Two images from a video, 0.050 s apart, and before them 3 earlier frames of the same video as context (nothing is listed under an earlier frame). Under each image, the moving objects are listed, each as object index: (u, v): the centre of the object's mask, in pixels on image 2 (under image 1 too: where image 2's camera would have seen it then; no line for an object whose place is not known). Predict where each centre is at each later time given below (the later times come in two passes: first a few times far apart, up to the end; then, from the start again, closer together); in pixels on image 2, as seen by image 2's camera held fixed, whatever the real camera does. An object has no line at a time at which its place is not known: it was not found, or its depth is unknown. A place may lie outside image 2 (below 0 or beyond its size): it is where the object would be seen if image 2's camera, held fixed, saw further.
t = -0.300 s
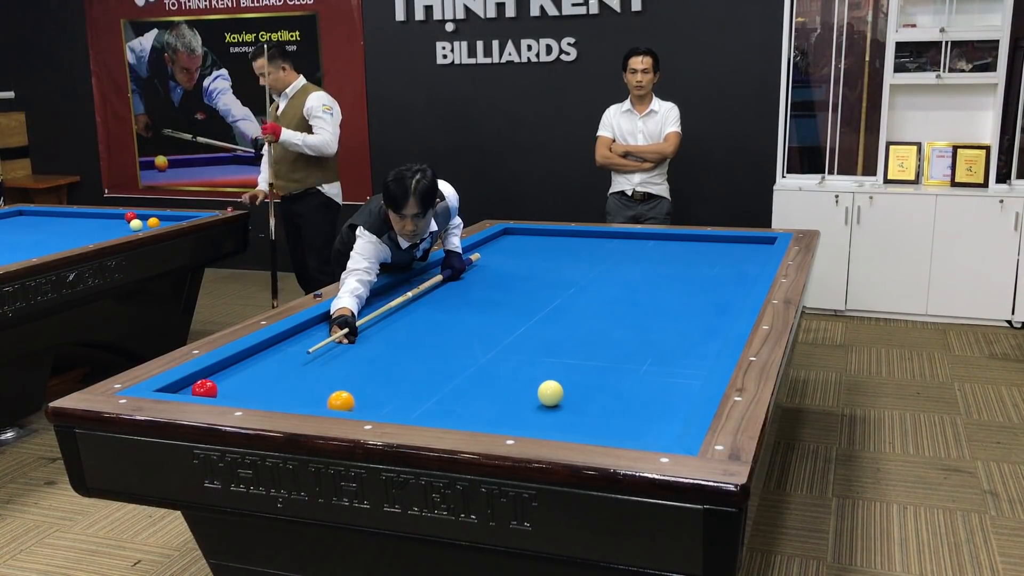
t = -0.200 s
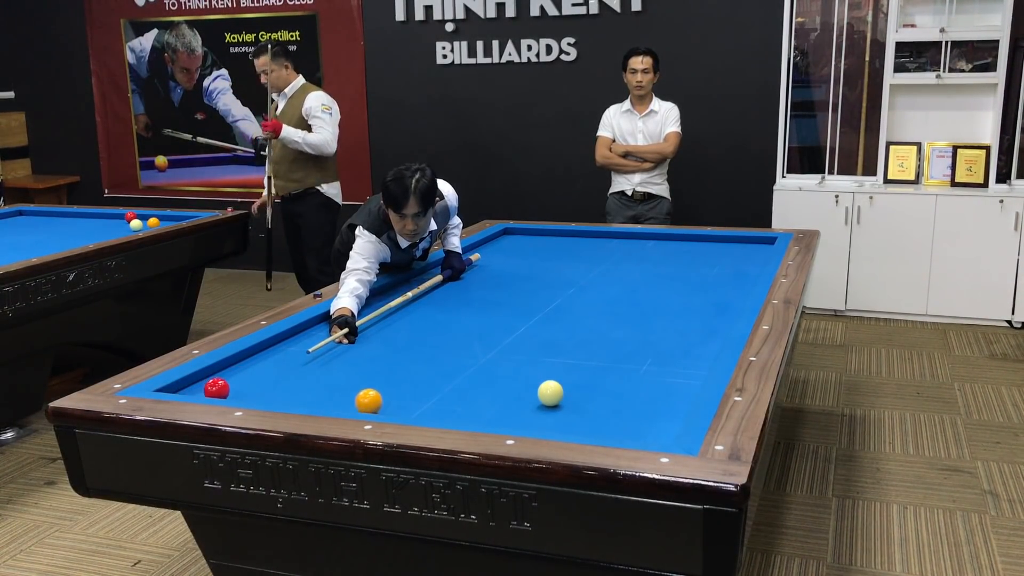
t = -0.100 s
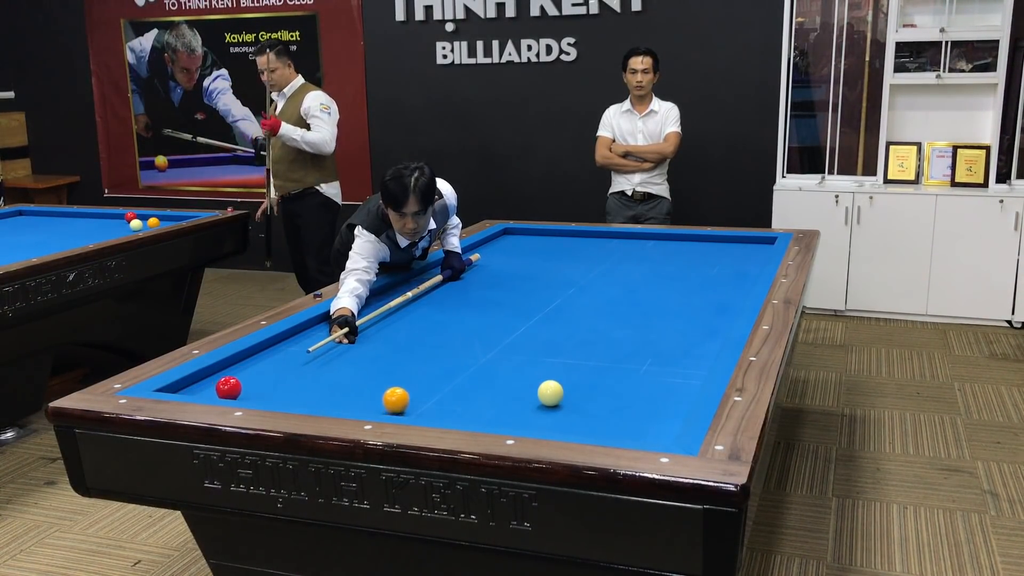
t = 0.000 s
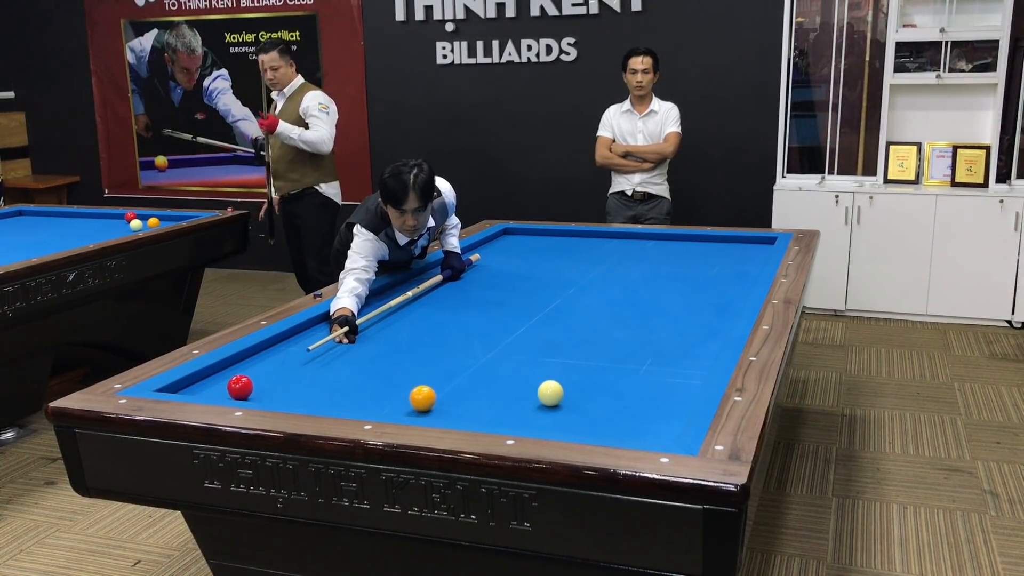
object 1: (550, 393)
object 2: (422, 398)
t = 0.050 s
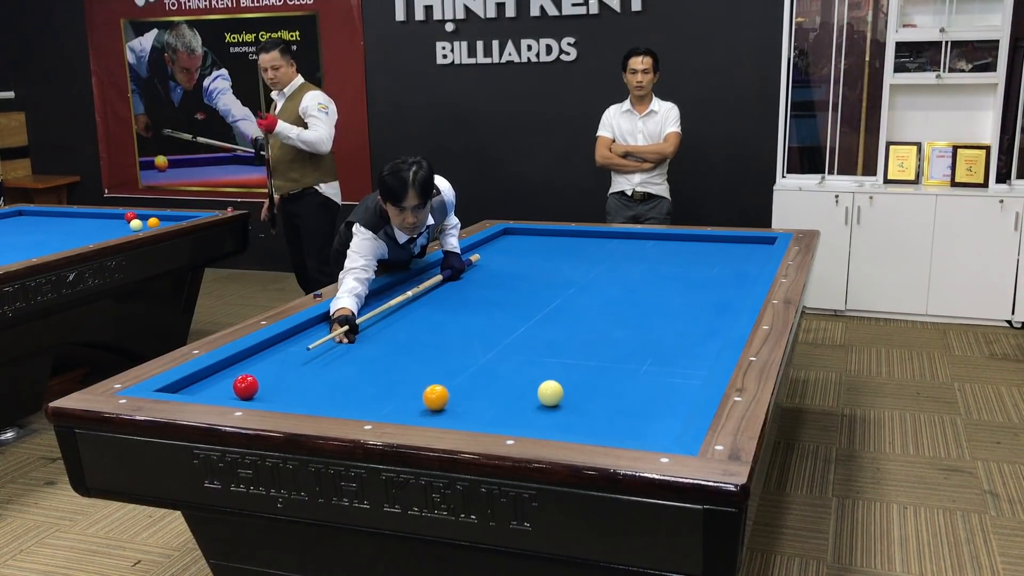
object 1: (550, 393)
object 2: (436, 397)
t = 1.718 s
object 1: (643, 402)
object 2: (603, 362)
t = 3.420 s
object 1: (546, 394)
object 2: (665, 339)
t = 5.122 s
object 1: (506, 393)
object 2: (693, 327)
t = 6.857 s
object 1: (506, 393)
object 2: (698, 324)
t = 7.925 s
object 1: (506, 393)
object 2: (698, 324)
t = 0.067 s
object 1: (550, 393)
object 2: (440, 397)
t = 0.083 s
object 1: (550, 393)
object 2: (444, 397)
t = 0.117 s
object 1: (550, 393)
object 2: (453, 396)
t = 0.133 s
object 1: (550, 393)
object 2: (457, 396)
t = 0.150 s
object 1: (550, 393)
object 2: (462, 395)
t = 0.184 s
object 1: (550, 393)
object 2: (470, 395)
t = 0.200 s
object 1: (550, 393)
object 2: (475, 395)
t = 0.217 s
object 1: (550, 393)
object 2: (479, 395)
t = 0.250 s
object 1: (550, 393)
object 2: (487, 394)
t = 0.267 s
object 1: (550, 393)
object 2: (492, 394)
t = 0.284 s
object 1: (550, 393)
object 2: (496, 393)
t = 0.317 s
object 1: (550, 393)
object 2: (504, 393)
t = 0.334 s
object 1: (550, 393)
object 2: (509, 392)
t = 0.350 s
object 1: (550, 393)
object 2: (513, 392)
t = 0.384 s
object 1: (550, 393)
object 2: (521, 392)
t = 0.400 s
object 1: (551, 393)
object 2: (525, 392)
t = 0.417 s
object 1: (554, 393)
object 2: (525, 391)
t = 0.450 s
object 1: (560, 394)
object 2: (527, 390)
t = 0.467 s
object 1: (563, 394)
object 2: (528, 390)
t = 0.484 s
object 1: (566, 394)
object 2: (529, 389)
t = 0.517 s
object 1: (571, 395)
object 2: (532, 388)
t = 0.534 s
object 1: (573, 395)
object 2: (533, 388)
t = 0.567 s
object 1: (578, 395)
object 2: (535, 387)
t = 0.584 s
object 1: (581, 396)
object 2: (537, 386)
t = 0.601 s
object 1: (583, 396)
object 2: (538, 386)
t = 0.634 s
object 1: (588, 396)
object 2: (540, 385)
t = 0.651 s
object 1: (590, 396)
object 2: (541, 385)
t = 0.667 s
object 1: (593, 397)
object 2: (542, 384)
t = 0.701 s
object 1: (598, 397)
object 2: (545, 383)
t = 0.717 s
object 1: (600, 397)
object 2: (546, 383)
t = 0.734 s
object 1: (602, 397)
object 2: (547, 383)
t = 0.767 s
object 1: (607, 398)
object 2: (549, 382)
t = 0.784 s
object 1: (610, 398)
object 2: (550, 381)
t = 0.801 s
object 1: (612, 398)
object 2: (551, 381)
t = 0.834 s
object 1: (617, 399)
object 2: (554, 380)
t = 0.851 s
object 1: (619, 399)
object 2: (555, 380)
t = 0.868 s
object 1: (621, 399)
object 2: (556, 379)
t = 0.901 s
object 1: (626, 400)
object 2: (558, 379)
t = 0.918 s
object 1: (629, 400)
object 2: (559, 378)
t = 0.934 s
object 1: (631, 400)
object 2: (560, 378)
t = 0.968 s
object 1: (636, 400)
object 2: (562, 377)
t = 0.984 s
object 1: (638, 401)
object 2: (563, 377)
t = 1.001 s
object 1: (641, 401)
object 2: (564, 376)
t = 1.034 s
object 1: (645, 401)
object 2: (566, 376)
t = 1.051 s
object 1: (648, 401)
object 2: (567, 375)
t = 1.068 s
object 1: (650, 402)
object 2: (568, 375)
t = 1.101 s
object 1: (655, 402)
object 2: (570, 374)
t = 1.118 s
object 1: (657, 402)
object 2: (571, 374)
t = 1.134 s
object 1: (660, 402)
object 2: (572, 373)
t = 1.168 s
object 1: (664, 403)
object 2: (574, 372)
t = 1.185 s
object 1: (667, 403)
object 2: (575, 372)
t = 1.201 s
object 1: (669, 403)
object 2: (576, 372)
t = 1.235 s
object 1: (674, 404)
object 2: (578, 371)
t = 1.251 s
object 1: (676, 404)
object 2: (579, 371)
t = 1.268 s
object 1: (678, 404)
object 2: (580, 371)
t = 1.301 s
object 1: (677, 404)
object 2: (582, 370)
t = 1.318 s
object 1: (676, 404)
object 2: (583, 370)
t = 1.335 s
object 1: (675, 404)
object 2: (583, 369)
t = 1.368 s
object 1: (672, 404)
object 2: (585, 369)
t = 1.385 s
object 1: (670, 404)
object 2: (586, 368)
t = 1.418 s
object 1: (668, 403)
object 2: (588, 367)
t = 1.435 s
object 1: (666, 403)
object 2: (589, 367)
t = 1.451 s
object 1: (665, 403)
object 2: (590, 367)
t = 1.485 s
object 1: (662, 403)
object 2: (592, 366)
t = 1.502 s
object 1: (661, 403)
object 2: (592, 366)
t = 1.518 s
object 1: (659, 403)
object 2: (593, 365)
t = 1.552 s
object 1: (657, 403)
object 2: (595, 365)
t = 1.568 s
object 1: (655, 402)
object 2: (596, 364)
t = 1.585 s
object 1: (654, 402)
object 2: (597, 364)
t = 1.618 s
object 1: (651, 402)
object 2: (598, 363)
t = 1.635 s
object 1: (650, 402)
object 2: (599, 363)
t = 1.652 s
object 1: (649, 402)
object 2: (600, 363)
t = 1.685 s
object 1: (646, 402)
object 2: (602, 362)
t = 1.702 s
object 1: (645, 402)
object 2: (602, 362)
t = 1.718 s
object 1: (643, 402)
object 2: (603, 362)
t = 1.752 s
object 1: (641, 401)
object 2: (605, 361)
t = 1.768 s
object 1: (640, 401)
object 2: (606, 361)
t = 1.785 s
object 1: (638, 401)
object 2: (607, 361)
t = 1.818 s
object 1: (636, 401)
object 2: (608, 360)
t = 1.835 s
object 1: (635, 401)
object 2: (609, 360)
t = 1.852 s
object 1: (633, 401)
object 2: (610, 359)
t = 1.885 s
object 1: (631, 401)
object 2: (611, 359)
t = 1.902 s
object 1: (630, 401)
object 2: (612, 358)
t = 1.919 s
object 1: (628, 400)
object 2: (613, 358)
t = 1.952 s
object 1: (626, 400)
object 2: (614, 358)
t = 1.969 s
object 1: (625, 400)
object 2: (615, 357)
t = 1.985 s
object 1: (624, 400)
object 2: (616, 357)
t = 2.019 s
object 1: (621, 400)
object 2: (617, 357)
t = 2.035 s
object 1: (620, 400)
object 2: (618, 356)
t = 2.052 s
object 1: (619, 400)
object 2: (619, 356)
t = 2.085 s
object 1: (617, 400)
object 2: (620, 355)
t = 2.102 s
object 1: (616, 400)
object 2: (621, 355)
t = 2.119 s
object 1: (615, 399)
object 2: (622, 355)
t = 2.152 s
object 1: (612, 399)
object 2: (623, 354)
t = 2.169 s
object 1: (611, 399)
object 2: (624, 354)
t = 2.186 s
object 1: (610, 399)
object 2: (624, 354)
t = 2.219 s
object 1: (608, 399)
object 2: (626, 353)
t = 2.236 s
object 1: (607, 399)
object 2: (626, 353)
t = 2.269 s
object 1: (605, 399)
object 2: (628, 353)
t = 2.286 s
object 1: (603, 399)
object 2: (628, 352)
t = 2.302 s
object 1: (603, 398)
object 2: (629, 352)
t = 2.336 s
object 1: (600, 398)
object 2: (630, 352)
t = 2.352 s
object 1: (599, 398)
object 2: (631, 352)
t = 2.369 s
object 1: (598, 398)
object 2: (632, 351)
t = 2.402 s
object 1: (596, 398)
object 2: (633, 351)
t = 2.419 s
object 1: (595, 398)
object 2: (634, 350)
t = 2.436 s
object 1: (594, 398)
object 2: (634, 350)
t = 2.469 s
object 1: (592, 398)
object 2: (635, 350)
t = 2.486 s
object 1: (591, 398)
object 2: (636, 350)
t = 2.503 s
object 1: (590, 398)
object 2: (637, 349)
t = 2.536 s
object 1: (588, 398)
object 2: (638, 349)
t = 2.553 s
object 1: (587, 398)
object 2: (638, 349)
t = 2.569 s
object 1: (586, 397)
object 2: (639, 349)
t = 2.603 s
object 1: (584, 397)
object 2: (640, 348)
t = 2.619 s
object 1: (584, 397)
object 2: (641, 348)
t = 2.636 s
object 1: (582, 397)
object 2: (641, 348)
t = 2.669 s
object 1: (581, 397)
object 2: (643, 347)
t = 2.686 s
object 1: (580, 397)
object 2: (643, 347)
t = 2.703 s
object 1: (579, 397)
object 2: (644, 347)
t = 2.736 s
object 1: (577, 397)
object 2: (645, 346)
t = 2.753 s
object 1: (576, 397)
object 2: (645, 346)
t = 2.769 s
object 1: (575, 397)
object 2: (646, 346)
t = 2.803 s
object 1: (573, 397)
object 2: (647, 345)
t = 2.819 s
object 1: (573, 397)
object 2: (648, 345)
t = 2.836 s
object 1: (572, 396)
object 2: (648, 345)
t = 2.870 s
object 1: (570, 396)
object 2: (649, 345)
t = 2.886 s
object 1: (569, 396)
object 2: (650, 345)
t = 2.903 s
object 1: (568, 396)
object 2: (650, 344)
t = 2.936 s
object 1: (567, 396)
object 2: (651, 344)
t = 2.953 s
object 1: (566, 396)
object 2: (652, 344)
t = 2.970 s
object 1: (565, 396)
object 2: (652, 344)
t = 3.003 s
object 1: (564, 396)
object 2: (653, 343)
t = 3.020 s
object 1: (563, 396)
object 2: (654, 343)
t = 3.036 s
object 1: (562, 396)
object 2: (654, 343)
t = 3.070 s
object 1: (560, 396)
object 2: (655, 343)
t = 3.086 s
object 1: (560, 396)
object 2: (656, 342)
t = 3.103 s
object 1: (559, 396)
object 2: (656, 342)
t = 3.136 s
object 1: (557, 395)
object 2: (657, 342)
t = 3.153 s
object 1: (557, 395)
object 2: (658, 342)
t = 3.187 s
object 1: (555, 395)
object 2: (659, 341)
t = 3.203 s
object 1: (554, 395)
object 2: (659, 341)
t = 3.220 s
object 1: (554, 395)
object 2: (660, 341)
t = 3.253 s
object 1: (552, 395)
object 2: (661, 340)
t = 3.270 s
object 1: (552, 395)
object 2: (661, 340)
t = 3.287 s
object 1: (551, 395)
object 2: (662, 340)
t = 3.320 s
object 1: (550, 395)
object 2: (662, 340)
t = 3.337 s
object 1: (549, 395)
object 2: (663, 340)
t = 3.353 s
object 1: (548, 395)
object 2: (663, 339)
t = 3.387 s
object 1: (547, 394)
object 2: (664, 339)
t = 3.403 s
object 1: (546, 395)
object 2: (665, 339)
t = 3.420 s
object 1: (546, 394)
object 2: (665, 339)
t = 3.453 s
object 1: (544, 394)
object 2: (666, 338)
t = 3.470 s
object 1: (544, 394)
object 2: (666, 338)
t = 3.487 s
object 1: (543, 394)
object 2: (667, 338)
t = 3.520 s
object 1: (542, 394)
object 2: (667, 338)
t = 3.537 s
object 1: (541, 394)
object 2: (668, 338)
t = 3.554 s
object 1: (541, 394)
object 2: (668, 338)
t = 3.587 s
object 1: (539, 394)
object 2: (669, 337)
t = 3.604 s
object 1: (539, 394)
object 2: (669, 337)
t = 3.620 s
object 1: (538, 394)
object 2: (670, 337)
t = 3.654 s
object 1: (537, 394)
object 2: (671, 337)
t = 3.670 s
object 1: (536, 394)
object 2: (671, 337)
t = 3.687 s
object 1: (536, 394)
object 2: (671, 337)
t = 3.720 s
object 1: (534, 394)
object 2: (672, 336)
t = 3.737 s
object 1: (534, 394)
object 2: (672, 336)
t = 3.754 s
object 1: (533, 394)
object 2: (673, 336)
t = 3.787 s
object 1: (532, 394)
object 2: (673, 336)
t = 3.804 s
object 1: (532, 394)
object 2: (674, 336)
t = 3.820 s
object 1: (531, 394)
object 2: (674, 335)
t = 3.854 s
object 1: (530, 394)
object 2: (675, 335)
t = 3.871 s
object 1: (530, 394)
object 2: (675, 335)
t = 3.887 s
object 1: (529, 394)
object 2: (675, 335)
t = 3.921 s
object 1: (528, 394)
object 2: (676, 334)
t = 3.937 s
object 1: (528, 394)
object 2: (676, 334)
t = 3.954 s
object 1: (527, 393)
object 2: (676, 334)
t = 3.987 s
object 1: (526, 393)
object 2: (677, 334)
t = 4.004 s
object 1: (526, 393)
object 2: (677, 334)
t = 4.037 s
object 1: (525, 393)
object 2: (678, 333)
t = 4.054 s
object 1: (524, 393)
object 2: (678, 333)
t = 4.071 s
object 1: (524, 393)
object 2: (678, 333)
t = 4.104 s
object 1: (523, 393)
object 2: (679, 333)
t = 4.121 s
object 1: (523, 393)
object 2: (679, 333)
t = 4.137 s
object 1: (522, 393)
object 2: (680, 333)
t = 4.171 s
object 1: (521, 393)
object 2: (680, 332)
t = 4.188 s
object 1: (521, 393)
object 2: (681, 332)
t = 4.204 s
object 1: (521, 393)
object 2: (681, 332)
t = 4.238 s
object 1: (520, 393)
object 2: (681, 332)
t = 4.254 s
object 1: (519, 393)
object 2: (682, 332)
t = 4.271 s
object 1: (519, 393)
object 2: (682, 332)
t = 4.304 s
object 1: (518, 393)
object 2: (682, 332)
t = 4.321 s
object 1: (518, 393)
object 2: (683, 332)
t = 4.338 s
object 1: (517, 393)
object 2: (683, 331)
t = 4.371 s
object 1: (517, 393)
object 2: (684, 331)
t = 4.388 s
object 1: (516, 393)
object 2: (684, 331)
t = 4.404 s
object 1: (516, 393)
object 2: (684, 331)
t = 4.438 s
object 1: (515, 393)
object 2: (685, 331)
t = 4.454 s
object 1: (515, 393)
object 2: (685, 331)
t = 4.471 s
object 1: (515, 393)
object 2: (685, 331)
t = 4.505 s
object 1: (514, 393)
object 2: (685, 330)
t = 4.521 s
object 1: (514, 393)
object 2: (686, 330)
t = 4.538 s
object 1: (513, 393)
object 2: (686, 330)
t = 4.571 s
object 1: (513, 393)
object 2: (686, 330)
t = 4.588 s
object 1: (513, 393)
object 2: (687, 330)
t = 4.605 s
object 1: (512, 393)
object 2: (687, 330)
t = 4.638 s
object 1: (512, 393)
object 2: (687, 330)
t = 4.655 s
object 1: (511, 393)
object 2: (688, 330)
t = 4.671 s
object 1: (511, 393)
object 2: (688, 329)
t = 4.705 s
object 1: (511, 393)
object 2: (688, 329)
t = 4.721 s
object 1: (511, 393)
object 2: (688, 329)
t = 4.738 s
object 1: (510, 393)
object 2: (688, 329)
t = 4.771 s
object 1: (510, 393)
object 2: (689, 329)
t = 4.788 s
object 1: (510, 393)
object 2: (689, 329)
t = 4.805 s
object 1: (509, 393)
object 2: (689, 329)
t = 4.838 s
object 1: (509, 393)
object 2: (690, 329)
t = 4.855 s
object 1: (509, 393)
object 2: (690, 328)
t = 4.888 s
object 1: (508, 393)
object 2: (690, 328)
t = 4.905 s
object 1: (508, 393)
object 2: (691, 328)
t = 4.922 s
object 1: (508, 393)
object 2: (691, 328)
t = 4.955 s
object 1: (508, 393)
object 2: (691, 328)
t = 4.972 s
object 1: (508, 393)
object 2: (691, 328)
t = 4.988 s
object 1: (507, 393)
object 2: (691, 328)
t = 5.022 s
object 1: (507, 393)
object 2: (692, 328)
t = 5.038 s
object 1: (507, 393)
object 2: (692, 328)
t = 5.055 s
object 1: (507, 393)
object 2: (692, 328)
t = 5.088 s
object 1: (507, 393)
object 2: (693, 327)
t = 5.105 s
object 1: (507, 393)
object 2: (693, 327)
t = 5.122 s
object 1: (506, 393)
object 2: (693, 327)
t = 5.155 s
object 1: (506, 393)
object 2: (693, 327)
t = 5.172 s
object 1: (506, 393)
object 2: (693, 327)
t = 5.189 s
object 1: (506, 393)
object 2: (694, 327)
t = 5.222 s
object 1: (506, 393)
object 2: (694, 327)
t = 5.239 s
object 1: (506, 393)
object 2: (694, 327)
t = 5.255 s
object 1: (506, 393)
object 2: (694, 327)
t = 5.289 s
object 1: (506, 393)
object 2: (695, 327)
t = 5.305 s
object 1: (506, 393)
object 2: (695, 327)
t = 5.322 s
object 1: (506, 393)
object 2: (695, 327)
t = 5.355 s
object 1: (506, 393)
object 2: (695, 326)
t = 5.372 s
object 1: (506, 393)
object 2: (695, 326)
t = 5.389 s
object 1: (506, 393)
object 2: (695, 326)
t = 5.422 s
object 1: (506, 393)
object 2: (696, 326)
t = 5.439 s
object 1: (506, 393)
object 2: (696, 326)
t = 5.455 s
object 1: (506, 393)
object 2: (696, 326)
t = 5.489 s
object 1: (506, 393)
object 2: (696, 326)
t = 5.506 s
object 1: (506, 393)
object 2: (696, 326)
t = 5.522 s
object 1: (506, 393)
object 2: (696, 326)
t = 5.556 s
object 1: (506, 393)
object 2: (697, 326)
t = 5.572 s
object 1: (506, 393)
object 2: (697, 326)
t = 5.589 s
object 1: (506, 393)
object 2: (697, 326)
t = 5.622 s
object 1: (506, 393)
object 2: (697, 326)
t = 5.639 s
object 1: (506, 393)
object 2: (697, 326)
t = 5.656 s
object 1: (506, 393)
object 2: (697, 325)
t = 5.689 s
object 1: (506, 393)
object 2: (697, 326)
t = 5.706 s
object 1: (506, 393)
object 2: (697, 325)
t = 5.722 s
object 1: (506, 393)
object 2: (697, 325)
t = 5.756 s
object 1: (506, 393)
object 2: (697, 325)
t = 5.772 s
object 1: (506, 393)
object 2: (697, 325)
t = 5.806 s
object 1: (506, 393)
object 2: (697, 325)
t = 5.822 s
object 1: (506, 393)
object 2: (697, 325)
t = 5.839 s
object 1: (506, 393)
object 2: (698, 325)
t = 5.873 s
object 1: (506, 393)
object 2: (698, 325)
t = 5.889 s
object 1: (506, 393)
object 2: (698, 325)
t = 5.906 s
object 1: (506, 393)
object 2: (698, 325)
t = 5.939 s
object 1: (506, 393)
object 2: (698, 325)
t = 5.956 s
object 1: (506, 393)
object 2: (698, 325)
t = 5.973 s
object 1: (506, 393)
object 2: (698, 325)
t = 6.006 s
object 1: (506, 393)
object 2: (698, 325)
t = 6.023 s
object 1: (506, 393)
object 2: (698, 325)
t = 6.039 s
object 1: (506, 393)
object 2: (698, 325)
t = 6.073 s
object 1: (506, 393)
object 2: (698, 325)
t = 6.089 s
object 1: (506, 393)
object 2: (698, 325)
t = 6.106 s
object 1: (506, 393)
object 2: (698, 325)
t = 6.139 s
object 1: (506, 393)
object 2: (698, 325)
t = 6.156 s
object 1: (506, 393)
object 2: (698, 325)
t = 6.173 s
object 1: (506, 393)
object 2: (698, 325)
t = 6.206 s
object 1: (506, 393)
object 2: (698, 324)
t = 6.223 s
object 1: (506, 393)
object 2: (698, 324)
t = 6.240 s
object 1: (506, 393)
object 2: (698, 324)
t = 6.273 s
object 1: (506, 393)
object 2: (698, 325)
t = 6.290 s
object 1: (506, 393)
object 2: (698, 324)
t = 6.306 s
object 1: (506, 393)
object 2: (698, 324)
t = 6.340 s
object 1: (506, 393)
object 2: (698, 324)
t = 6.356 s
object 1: (506, 393)
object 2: (698, 324)
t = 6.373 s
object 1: (506, 393)
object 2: (698, 324)
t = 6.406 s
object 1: (506, 393)
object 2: (698, 324)
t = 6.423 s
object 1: (506, 393)
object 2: (698, 324)
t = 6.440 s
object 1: (506, 393)
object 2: (698, 324)
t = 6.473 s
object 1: (506, 393)
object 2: (698, 324)
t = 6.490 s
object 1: (506, 393)
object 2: (698, 324)
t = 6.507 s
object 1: (506, 393)
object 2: (698, 324)
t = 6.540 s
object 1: (506, 393)
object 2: (698, 324)
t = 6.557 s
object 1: (506, 393)
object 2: (698, 324)
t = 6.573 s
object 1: (506, 393)
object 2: (698, 324)
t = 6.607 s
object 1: (506, 393)
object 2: (698, 324)
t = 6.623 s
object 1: (506, 393)
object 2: (698, 324)
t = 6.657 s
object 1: (506, 393)
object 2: (698, 324)
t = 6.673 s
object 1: (506, 393)
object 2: (698, 324)
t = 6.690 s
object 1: (506, 393)
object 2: (698, 324)
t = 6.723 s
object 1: (506, 393)
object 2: (698, 324)
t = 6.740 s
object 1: (506, 393)
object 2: (698, 324)
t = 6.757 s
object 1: (506, 393)
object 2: (698, 324)
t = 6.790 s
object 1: (506, 393)
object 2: (698, 324)
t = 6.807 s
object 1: (506, 393)
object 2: (698, 324)
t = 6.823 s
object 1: (506, 393)
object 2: (698, 324)
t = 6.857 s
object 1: (506, 393)
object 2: (698, 324)
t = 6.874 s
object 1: (506, 393)
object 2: (698, 324)
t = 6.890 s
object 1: (506, 393)
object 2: (698, 324)
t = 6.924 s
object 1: (506, 393)
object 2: (698, 324)
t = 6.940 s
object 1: (506, 393)
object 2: (698, 324)
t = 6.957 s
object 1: (506, 393)
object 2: (698, 324)
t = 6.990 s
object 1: (506, 393)
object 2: (698, 324)
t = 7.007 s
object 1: (506, 393)
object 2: (698, 324)
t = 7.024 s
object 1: (506, 393)
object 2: (698, 324)
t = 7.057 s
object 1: (506, 393)
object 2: (698, 324)
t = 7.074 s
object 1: (506, 393)
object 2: (698, 324)
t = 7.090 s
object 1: (506, 393)
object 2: (698, 324)
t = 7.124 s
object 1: (506, 393)
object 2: (698, 324)
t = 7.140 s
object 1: (506, 393)
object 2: (698, 324)
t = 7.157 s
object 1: (506, 393)
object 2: (698, 324)
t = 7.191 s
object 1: (506, 393)
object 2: (698, 324)
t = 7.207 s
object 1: (506, 393)
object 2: (698, 324)
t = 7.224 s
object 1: (506, 393)
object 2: (698, 324)
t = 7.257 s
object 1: (506, 393)
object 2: (698, 324)
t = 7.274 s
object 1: (506, 393)
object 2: (698, 324)
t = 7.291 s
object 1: (506, 393)
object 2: (698, 324)
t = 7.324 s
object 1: (506, 393)
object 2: (698, 324)
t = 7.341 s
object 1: (506, 393)
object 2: (698, 324)
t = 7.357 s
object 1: (506, 393)
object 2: (698, 324)
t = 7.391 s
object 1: (506, 393)
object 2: (698, 324)
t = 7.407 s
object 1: (506, 393)
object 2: (698, 324)
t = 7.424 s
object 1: (506, 393)
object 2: (698, 324)
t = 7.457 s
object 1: (506, 393)
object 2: (698, 324)
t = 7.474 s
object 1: (506, 393)
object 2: (698, 324)
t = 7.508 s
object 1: (506, 393)
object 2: (698, 324)
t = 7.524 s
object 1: (506, 393)
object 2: (698, 324)
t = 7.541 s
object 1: (506, 393)
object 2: (698, 324)
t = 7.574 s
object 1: (506, 393)
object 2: (698, 324)
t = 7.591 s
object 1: (506, 393)
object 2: (698, 324)
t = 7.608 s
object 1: (506, 393)
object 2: (698, 324)
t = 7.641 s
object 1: (506, 393)
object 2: (698, 324)
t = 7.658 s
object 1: (506, 393)
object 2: (698, 324)
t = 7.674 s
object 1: (506, 393)
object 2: (698, 324)
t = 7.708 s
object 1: (506, 393)
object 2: (698, 324)
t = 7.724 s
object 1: (506, 393)
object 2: (698, 324)
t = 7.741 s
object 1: (506, 393)
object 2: (698, 324)
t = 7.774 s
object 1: (506, 393)
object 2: (698, 324)
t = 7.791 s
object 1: (506, 393)
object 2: (698, 324)
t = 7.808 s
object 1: (506, 393)
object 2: (698, 324)
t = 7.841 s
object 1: (506, 393)
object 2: (698, 324)
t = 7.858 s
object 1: (506, 393)
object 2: (698, 324)
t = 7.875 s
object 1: (506, 393)
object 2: (698, 324)
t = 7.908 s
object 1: (506, 393)
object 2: (698, 324)
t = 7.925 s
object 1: (506, 393)
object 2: (698, 324)
